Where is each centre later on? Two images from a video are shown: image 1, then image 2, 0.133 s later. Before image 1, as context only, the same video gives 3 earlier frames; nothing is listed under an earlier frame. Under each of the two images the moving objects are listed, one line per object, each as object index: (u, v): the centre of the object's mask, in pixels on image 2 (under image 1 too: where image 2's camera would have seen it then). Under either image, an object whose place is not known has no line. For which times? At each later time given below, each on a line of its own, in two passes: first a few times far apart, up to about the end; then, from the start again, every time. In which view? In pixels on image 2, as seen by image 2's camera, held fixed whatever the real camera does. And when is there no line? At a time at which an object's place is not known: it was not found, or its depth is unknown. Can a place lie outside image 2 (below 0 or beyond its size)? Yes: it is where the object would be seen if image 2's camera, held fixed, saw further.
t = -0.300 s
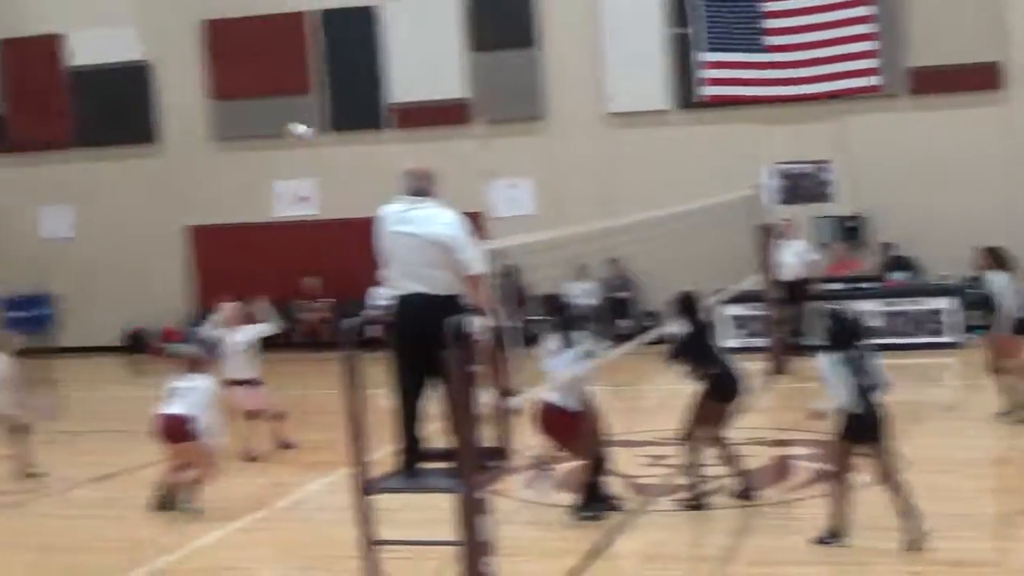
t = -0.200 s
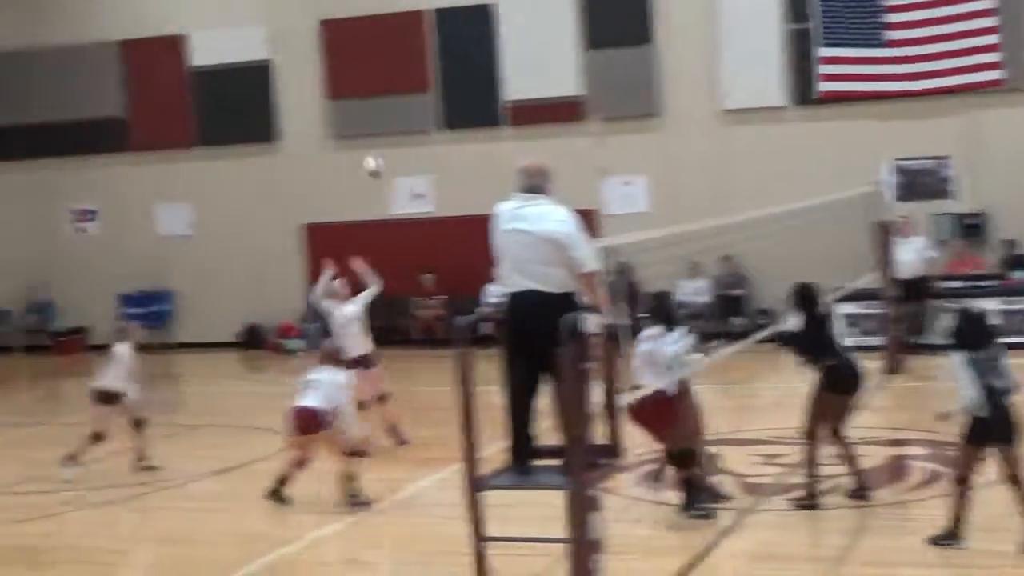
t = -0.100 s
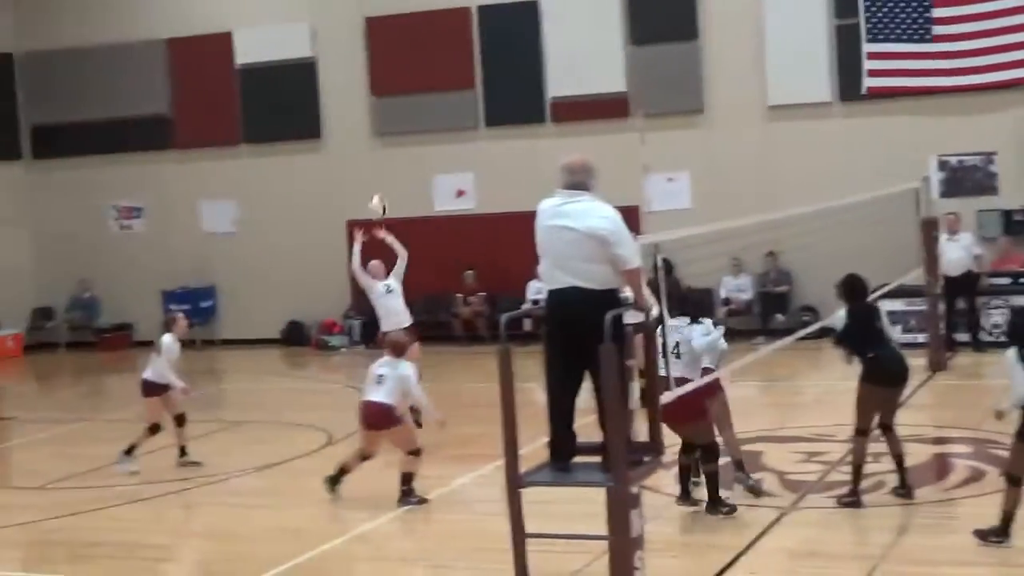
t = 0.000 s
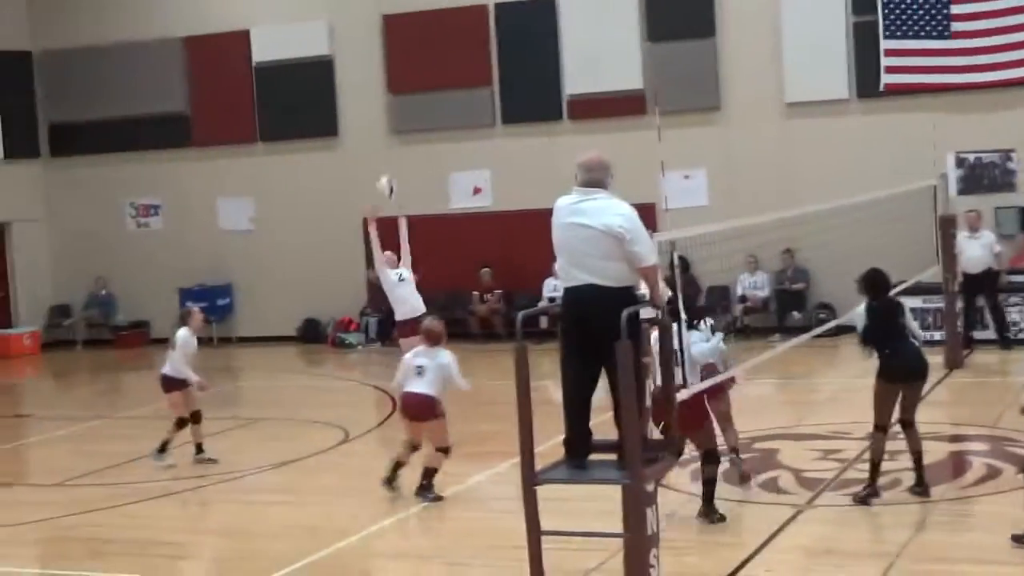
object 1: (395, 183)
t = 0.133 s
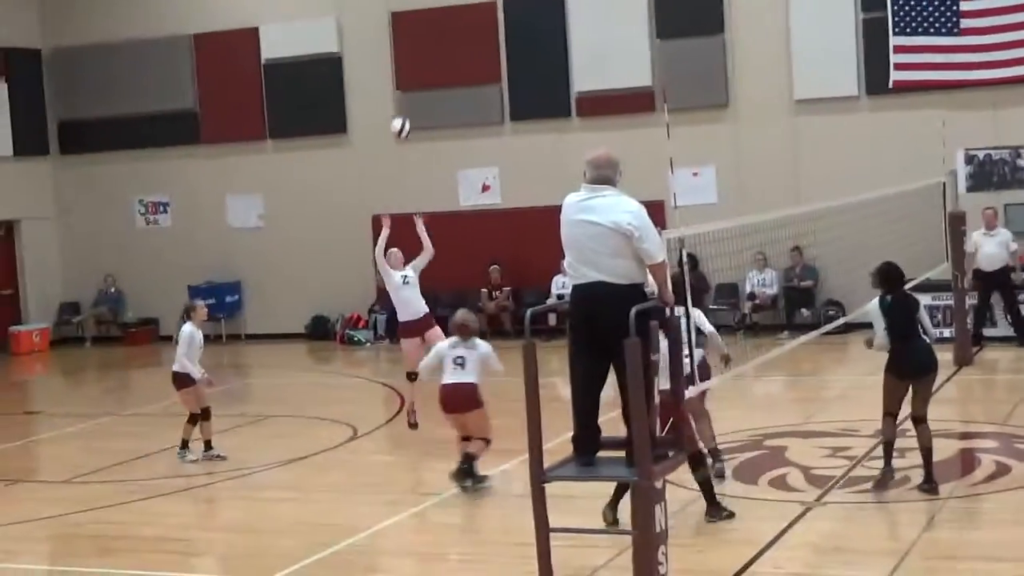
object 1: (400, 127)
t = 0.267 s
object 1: (410, 89)
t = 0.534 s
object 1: (430, 72)
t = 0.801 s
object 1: (457, 130)
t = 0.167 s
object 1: (403, 116)
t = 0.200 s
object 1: (405, 106)
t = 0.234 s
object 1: (407, 97)
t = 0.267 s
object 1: (410, 89)
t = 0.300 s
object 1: (411, 85)
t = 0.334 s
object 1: (414, 80)
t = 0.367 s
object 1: (416, 75)
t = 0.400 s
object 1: (419, 72)
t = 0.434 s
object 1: (422, 69)
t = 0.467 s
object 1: (424, 68)
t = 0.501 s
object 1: (427, 69)
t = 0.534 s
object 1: (430, 72)
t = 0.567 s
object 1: (433, 75)
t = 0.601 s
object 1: (436, 79)
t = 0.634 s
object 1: (439, 85)
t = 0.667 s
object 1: (443, 91)
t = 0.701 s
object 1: (446, 99)
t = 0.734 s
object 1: (449, 109)
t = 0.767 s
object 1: (453, 119)
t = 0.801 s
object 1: (457, 130)
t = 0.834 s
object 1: (460, 144)
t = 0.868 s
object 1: (465, 160)
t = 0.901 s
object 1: (468, 176)
